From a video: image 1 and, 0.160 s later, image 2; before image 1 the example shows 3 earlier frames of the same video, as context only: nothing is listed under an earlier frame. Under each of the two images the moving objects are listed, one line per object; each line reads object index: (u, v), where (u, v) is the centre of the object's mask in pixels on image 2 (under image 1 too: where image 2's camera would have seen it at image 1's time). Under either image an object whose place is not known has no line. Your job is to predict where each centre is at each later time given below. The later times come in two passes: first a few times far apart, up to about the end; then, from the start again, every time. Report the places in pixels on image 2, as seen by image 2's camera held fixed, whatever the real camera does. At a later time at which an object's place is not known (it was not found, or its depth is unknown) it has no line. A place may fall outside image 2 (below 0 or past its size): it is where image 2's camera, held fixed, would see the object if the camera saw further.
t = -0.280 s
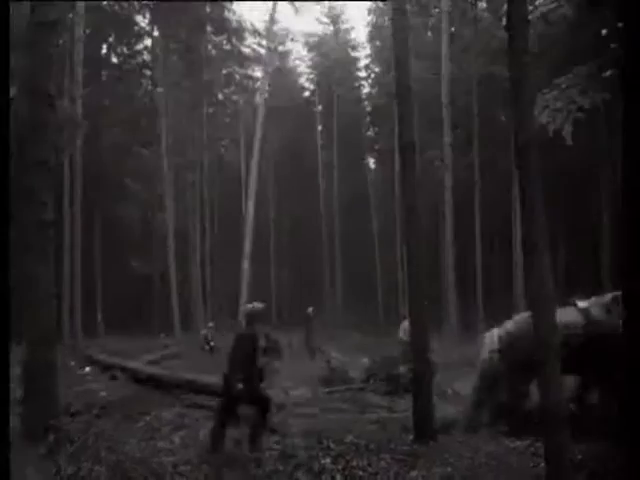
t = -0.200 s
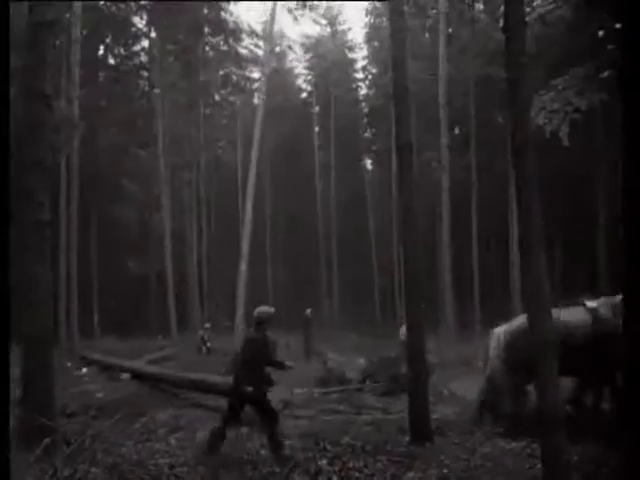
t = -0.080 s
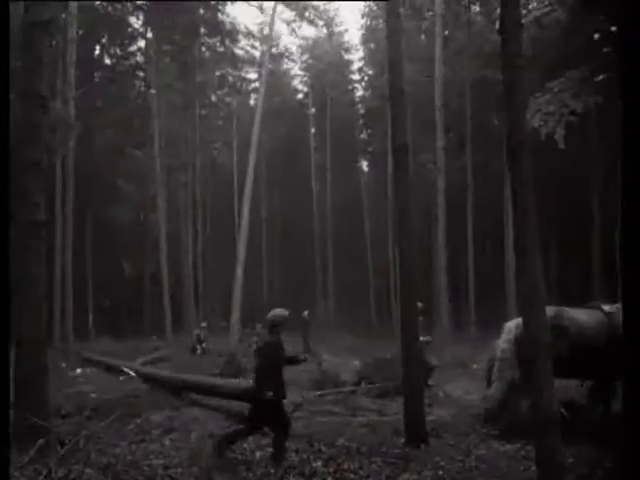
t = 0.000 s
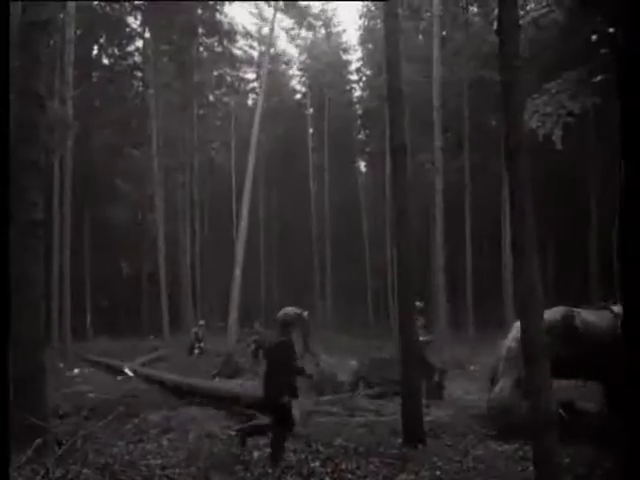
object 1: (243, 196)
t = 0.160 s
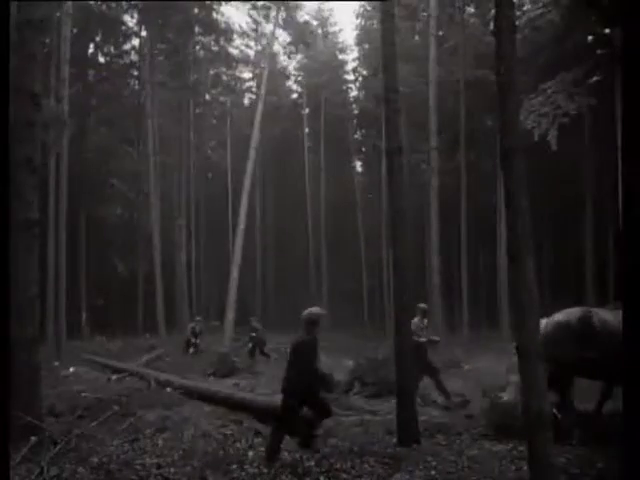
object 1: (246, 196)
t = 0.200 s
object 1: (247, 196)
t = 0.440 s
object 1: (248, 217)
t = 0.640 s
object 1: (251, 225)
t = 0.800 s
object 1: (252, 239)
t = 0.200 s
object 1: (247, 196)
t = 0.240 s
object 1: (247, 198)
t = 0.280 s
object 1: (247, 202)
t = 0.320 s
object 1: (247, 210)
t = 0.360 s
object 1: (247, 215)
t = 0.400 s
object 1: (248, 215)
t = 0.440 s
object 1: (248, 217)
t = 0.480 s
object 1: (250, 214)
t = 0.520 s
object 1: (250, 217)
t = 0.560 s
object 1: (250, 221)
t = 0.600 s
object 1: (251, 223)
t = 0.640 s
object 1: (251, 225)
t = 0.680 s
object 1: (251, 228)
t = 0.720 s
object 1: (252, 231)
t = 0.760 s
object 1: (252, 235)
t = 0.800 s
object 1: (252, 239)
